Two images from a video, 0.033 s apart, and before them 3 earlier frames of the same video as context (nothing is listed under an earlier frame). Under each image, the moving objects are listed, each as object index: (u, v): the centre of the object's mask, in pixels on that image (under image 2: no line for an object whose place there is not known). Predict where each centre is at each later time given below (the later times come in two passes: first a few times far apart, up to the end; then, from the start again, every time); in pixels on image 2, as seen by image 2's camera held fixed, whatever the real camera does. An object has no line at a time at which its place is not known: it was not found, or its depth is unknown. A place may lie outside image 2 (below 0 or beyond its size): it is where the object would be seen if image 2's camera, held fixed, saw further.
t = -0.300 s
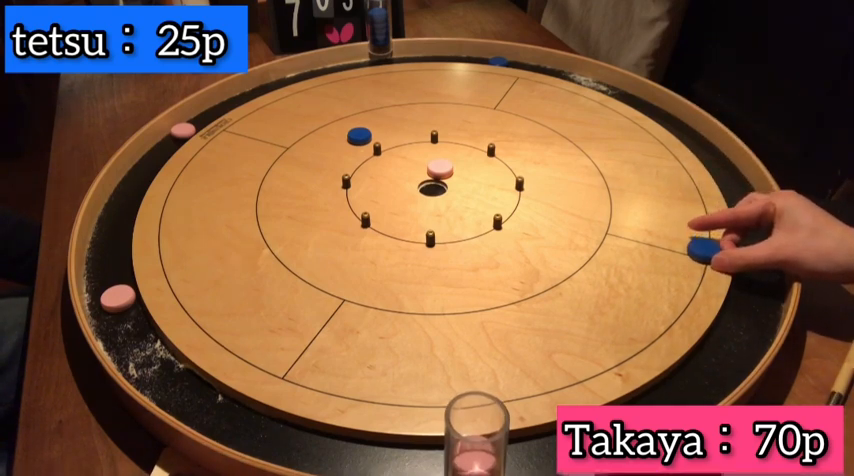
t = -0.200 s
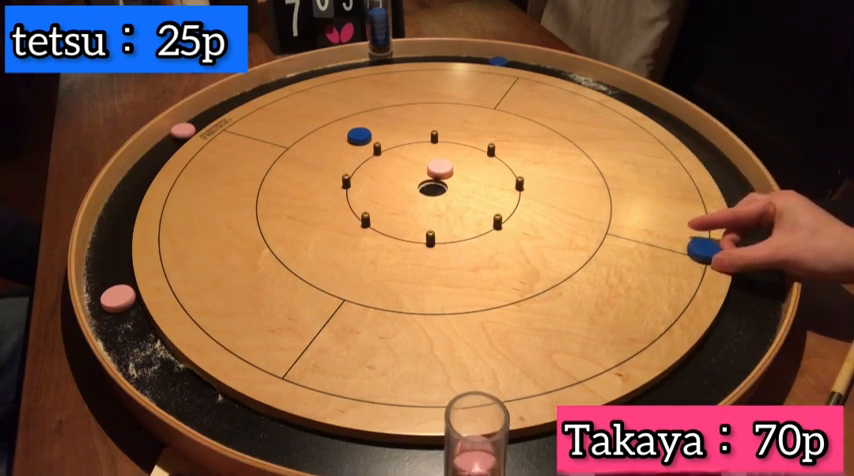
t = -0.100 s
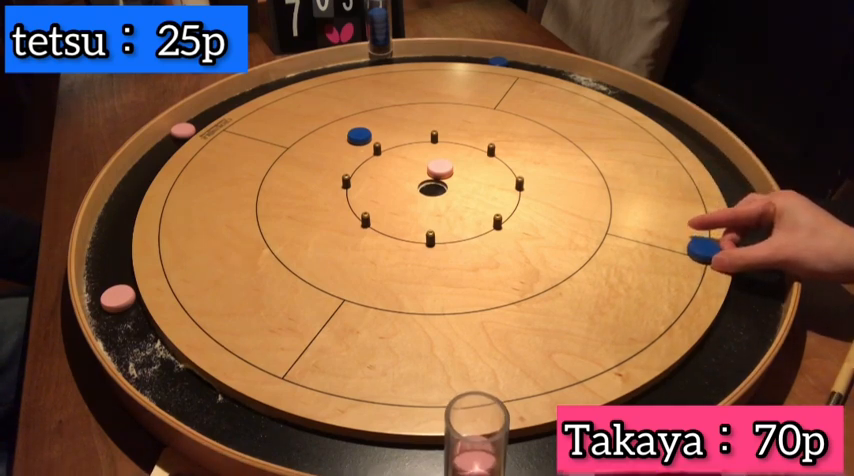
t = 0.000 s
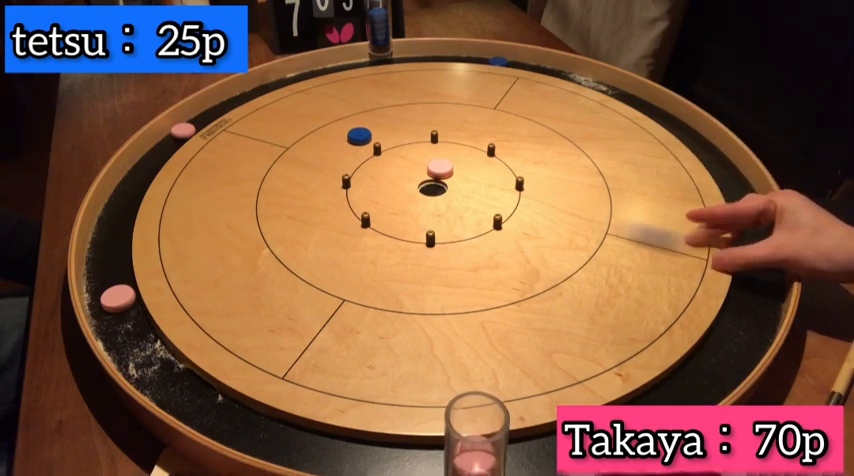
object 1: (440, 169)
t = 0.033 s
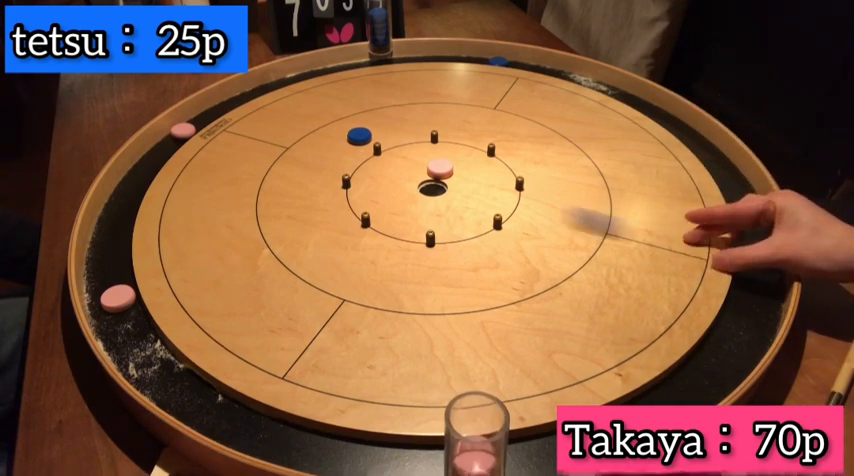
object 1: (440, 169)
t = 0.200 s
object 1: (425, 149)
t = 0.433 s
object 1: (365, 119)
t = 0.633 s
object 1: (345, 106)
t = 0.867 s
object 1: (339, 103)
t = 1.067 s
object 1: (340, 103)
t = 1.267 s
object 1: (339, 102)
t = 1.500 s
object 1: (341, 103)
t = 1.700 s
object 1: (339, 103)
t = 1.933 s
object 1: (338, 103)
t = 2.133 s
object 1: (339, 103)
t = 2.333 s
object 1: (338, 103)
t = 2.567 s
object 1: (338, 103)
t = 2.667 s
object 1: (338, 103)
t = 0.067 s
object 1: (440, 169)
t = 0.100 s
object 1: (440, 169)
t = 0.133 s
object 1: (440, 169)
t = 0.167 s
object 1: (433, 161)
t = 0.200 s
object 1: (425, 149)
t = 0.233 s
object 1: (415, 141)
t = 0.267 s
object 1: (403, 136)
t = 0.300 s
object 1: (393, 133)
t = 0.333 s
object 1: (385, 130)
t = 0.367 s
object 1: (377, 125)
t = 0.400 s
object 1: (371, 122)
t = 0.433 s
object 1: (365, 119)
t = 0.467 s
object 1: (361, 116)
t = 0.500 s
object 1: (357, 113)
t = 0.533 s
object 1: (354, 111)
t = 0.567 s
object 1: (350, 109)
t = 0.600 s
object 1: (348, 108)
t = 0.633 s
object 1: (345, 106)
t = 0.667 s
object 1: (344, 105)
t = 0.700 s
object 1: (342, 104)
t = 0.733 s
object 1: (341, 104)
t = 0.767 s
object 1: (340, 103)
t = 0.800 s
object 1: (340, 103)
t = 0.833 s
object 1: (339, 103)
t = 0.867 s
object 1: (339, 103)
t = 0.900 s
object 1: (339, 103)
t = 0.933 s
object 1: (340, 102)
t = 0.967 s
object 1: (340, 103)
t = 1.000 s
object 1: (340, 103)
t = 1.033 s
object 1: (340, 103)
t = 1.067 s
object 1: (340, 103)
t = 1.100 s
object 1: (339, 103)
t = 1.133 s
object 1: (339, 103)
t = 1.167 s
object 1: (339, 103)
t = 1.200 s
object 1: (339, 102)
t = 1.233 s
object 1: (339, 102)
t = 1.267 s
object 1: (339, 102)
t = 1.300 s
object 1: (340, 102)
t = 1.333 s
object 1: (340, 102)
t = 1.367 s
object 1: (340, 102)
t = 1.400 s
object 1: (341, 103)
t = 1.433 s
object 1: (341, 103)
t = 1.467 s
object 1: (341, 103)
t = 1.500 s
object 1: (341, 103)
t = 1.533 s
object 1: (340, 103)
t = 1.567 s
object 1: (340, 103)
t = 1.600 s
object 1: (339, 103)
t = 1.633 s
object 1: (339, 103)
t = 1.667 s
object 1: (339, 103)
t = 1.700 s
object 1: (339, 103)
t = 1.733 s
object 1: (339, 103)
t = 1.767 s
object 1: (339, 103)
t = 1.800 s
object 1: (339, 103)
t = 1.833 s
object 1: (339, 103)
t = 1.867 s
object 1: (339, 103)
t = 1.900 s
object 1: (339, 103)
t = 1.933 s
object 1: (338, 103)
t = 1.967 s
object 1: (338, 103)
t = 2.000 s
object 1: (338, 103)
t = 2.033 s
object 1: (338, 103)
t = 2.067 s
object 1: (339, 103)
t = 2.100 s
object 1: (339, 103)
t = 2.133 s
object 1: (339, 103)
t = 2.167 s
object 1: (339, 103)
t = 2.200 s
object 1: (338, 103)
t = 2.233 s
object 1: (338, 103)
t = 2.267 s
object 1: (339, 103)
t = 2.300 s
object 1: (338, 103)
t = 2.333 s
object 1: (338, 103)
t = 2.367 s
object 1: (339, 103)
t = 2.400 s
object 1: (339, 103)
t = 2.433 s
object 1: (339, 103)
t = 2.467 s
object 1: (338, 103)
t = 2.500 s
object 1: (339, 103)
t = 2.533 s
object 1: (339, 103)
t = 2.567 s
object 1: (338, 103)
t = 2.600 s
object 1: (338, 103)
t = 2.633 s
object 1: (338, 103)
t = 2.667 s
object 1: (338, 103)
